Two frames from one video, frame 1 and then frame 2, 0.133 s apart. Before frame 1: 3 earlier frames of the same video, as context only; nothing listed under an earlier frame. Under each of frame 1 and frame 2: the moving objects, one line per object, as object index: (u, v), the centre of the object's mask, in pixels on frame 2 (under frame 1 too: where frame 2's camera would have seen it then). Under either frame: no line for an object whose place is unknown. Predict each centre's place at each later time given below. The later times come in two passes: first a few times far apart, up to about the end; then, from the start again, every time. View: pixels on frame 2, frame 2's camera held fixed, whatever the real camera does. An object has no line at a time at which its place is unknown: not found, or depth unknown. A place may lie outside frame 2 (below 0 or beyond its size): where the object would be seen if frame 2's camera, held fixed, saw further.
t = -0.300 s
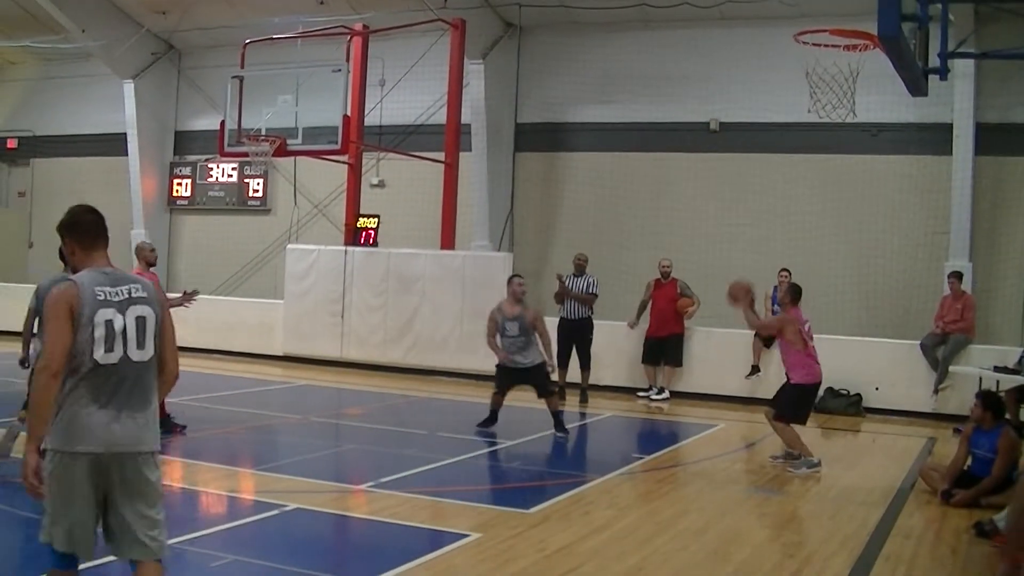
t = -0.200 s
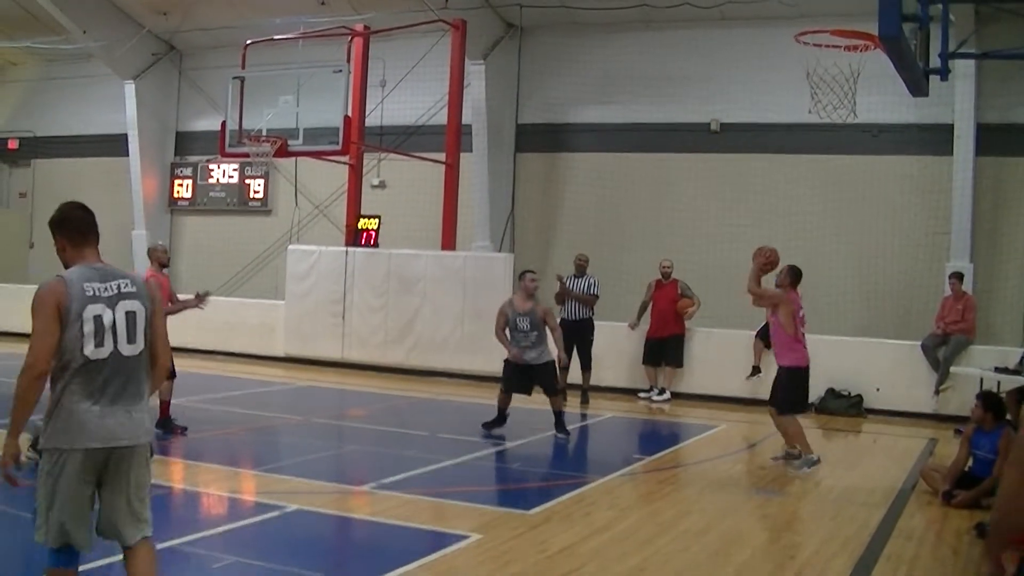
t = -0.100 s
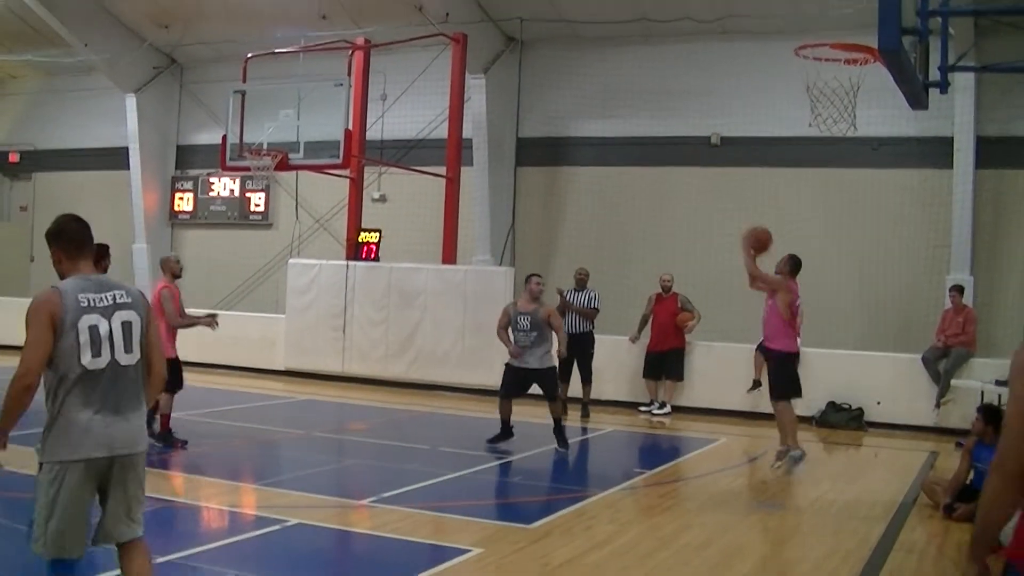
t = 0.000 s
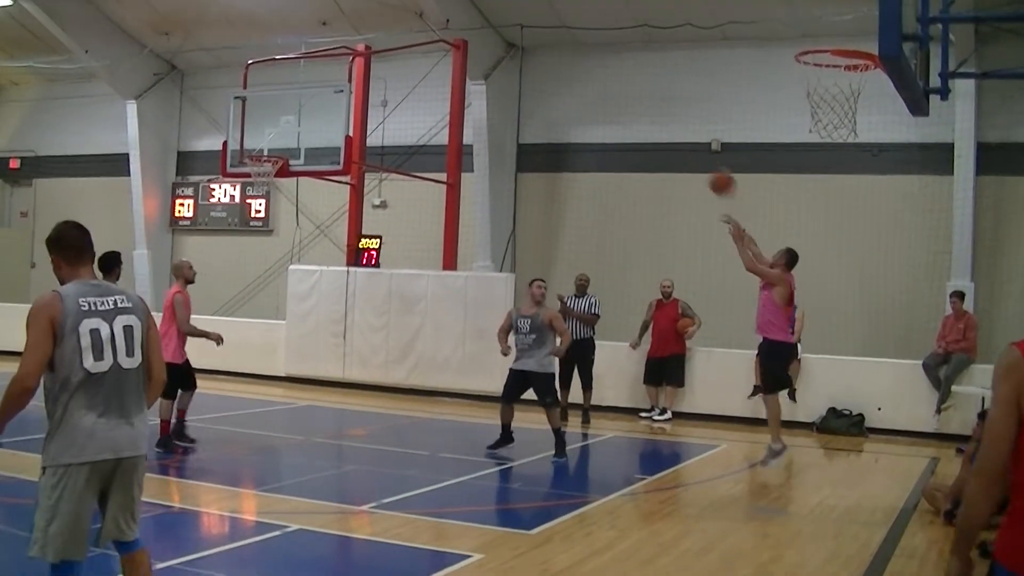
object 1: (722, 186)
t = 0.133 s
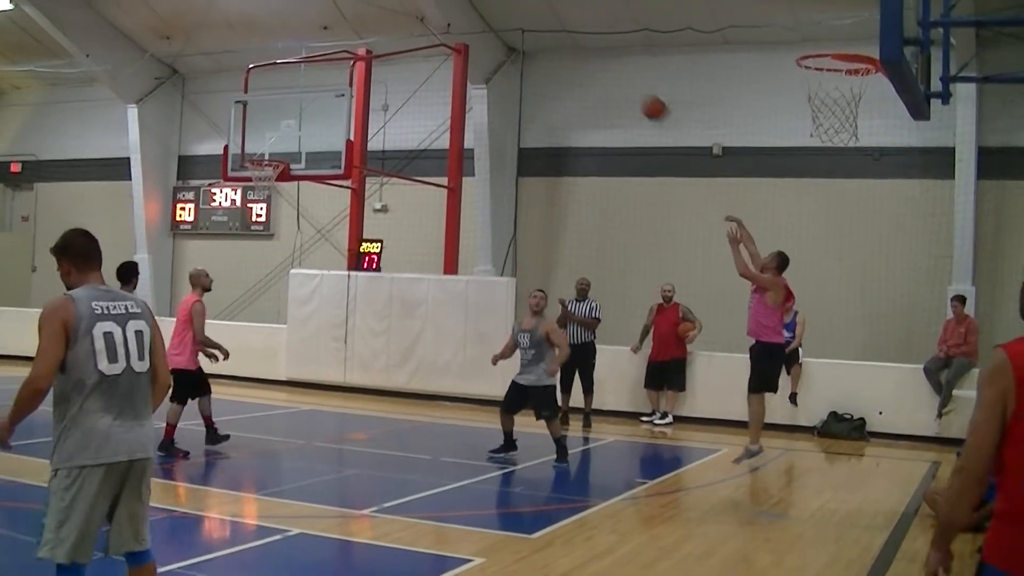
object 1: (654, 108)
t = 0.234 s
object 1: (607, 67)
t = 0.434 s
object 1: (520, 16)
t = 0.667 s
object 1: (427, 9)
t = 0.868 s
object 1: (356, 40)
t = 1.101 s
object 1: (279, 115)
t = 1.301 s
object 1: (236, 136)
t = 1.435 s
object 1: (219, 127)
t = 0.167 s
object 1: (638, 92)
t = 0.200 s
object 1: (622, 79)
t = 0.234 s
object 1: (607, 67)
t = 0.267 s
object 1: (591, 55)
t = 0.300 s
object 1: (575, 44)
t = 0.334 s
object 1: (562, 36)
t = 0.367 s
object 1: (548, 27)
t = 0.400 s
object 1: (533, 21)
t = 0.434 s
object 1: (520, 16)
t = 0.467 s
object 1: (506, 12)
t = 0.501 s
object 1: (492, 9)
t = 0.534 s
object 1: (479, 7)
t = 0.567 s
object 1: (466, 7)
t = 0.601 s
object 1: (453, 7)
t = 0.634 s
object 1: (440, 8)
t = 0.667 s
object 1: (427, 9)
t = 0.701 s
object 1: (416, 13)
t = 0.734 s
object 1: (403, 17)
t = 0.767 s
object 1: (391, 22)
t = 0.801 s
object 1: (380, 27)
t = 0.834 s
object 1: (368, 33)
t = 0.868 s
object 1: (356, 40)
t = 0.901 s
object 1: (344, 50)
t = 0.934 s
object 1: (333, 58)
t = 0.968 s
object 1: (322, 69)
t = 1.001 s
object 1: (311, 79)
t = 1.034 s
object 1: (300, 90)
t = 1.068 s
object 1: (290, 102)
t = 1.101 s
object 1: (279, 115)
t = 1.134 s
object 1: (268, 128)
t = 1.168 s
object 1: (257, 143)
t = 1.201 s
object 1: (249, 151)
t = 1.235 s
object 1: (245, 145)
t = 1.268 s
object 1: (241, 140)
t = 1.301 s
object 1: (236, 136)
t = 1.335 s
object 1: (232, 132)
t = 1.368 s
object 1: (228, 130)
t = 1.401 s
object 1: (223, 128)
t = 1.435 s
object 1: (219, 127)
